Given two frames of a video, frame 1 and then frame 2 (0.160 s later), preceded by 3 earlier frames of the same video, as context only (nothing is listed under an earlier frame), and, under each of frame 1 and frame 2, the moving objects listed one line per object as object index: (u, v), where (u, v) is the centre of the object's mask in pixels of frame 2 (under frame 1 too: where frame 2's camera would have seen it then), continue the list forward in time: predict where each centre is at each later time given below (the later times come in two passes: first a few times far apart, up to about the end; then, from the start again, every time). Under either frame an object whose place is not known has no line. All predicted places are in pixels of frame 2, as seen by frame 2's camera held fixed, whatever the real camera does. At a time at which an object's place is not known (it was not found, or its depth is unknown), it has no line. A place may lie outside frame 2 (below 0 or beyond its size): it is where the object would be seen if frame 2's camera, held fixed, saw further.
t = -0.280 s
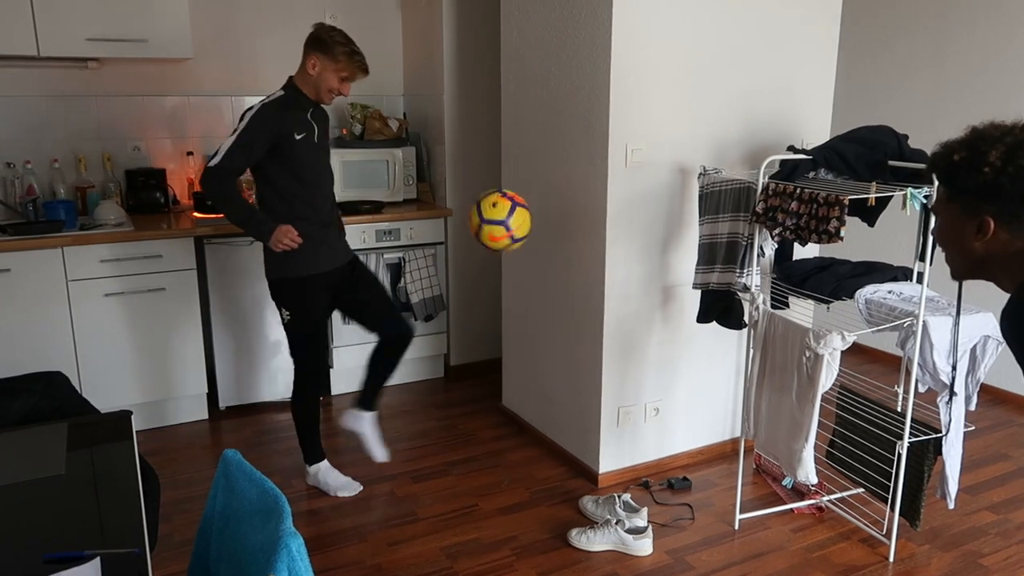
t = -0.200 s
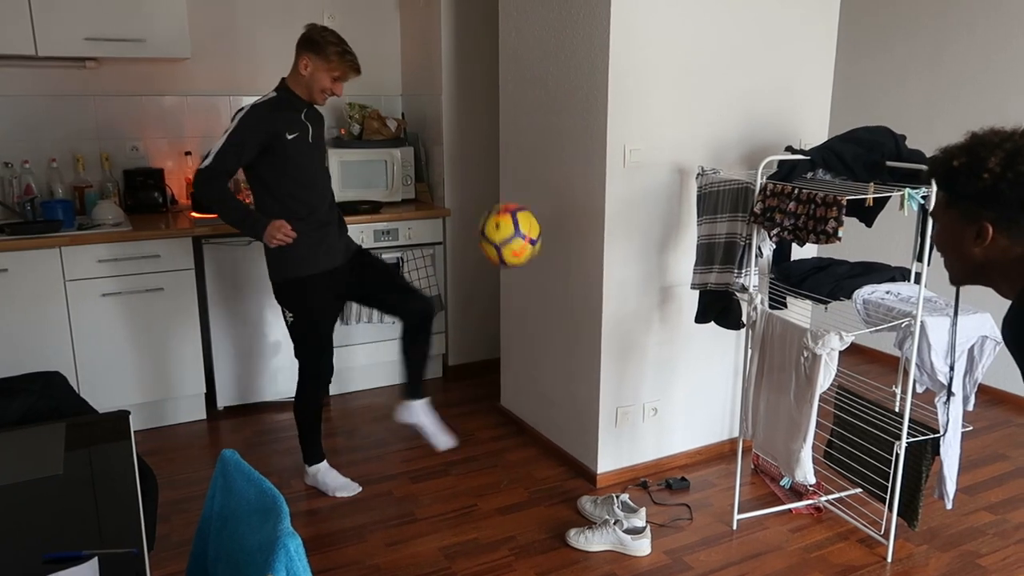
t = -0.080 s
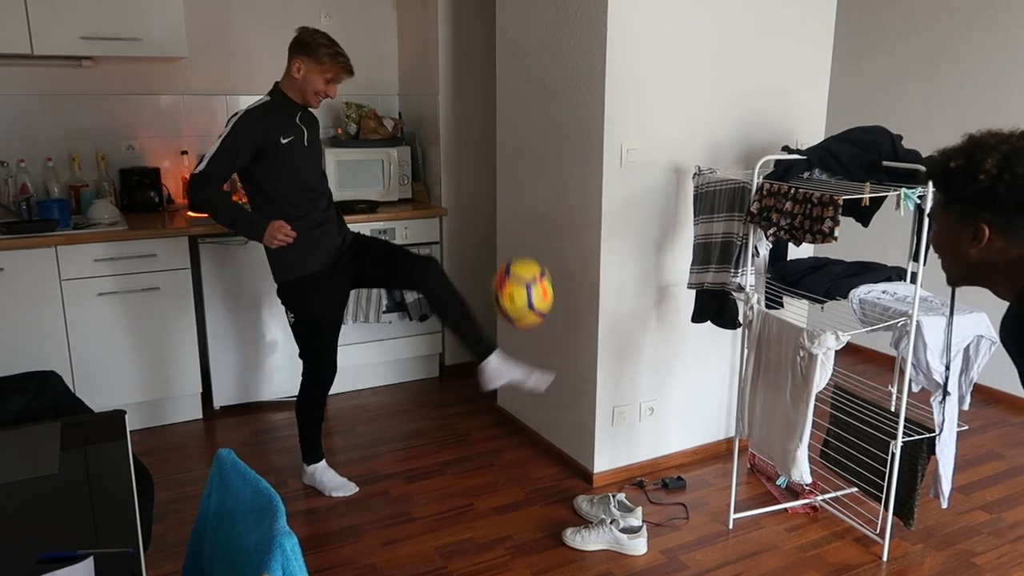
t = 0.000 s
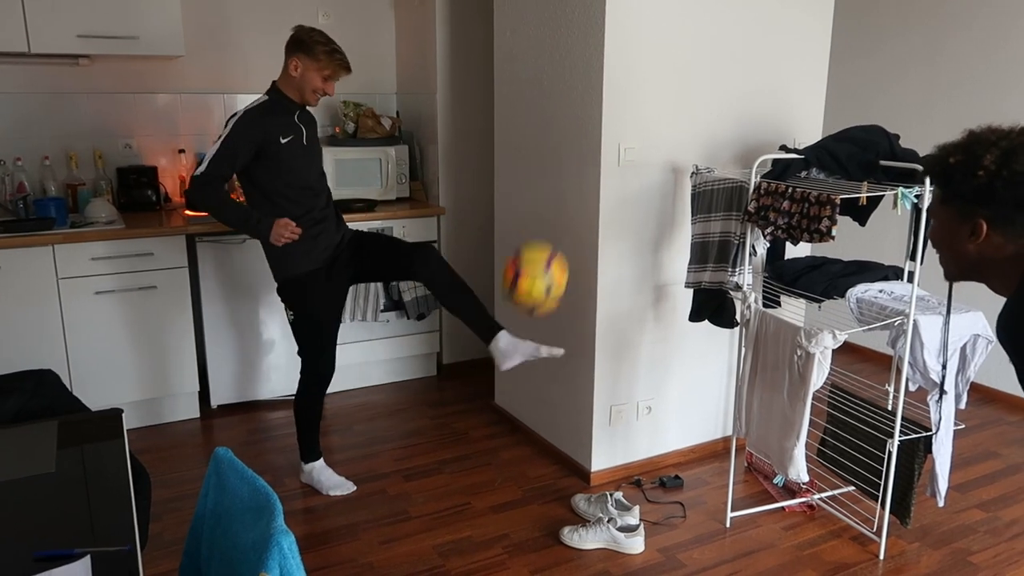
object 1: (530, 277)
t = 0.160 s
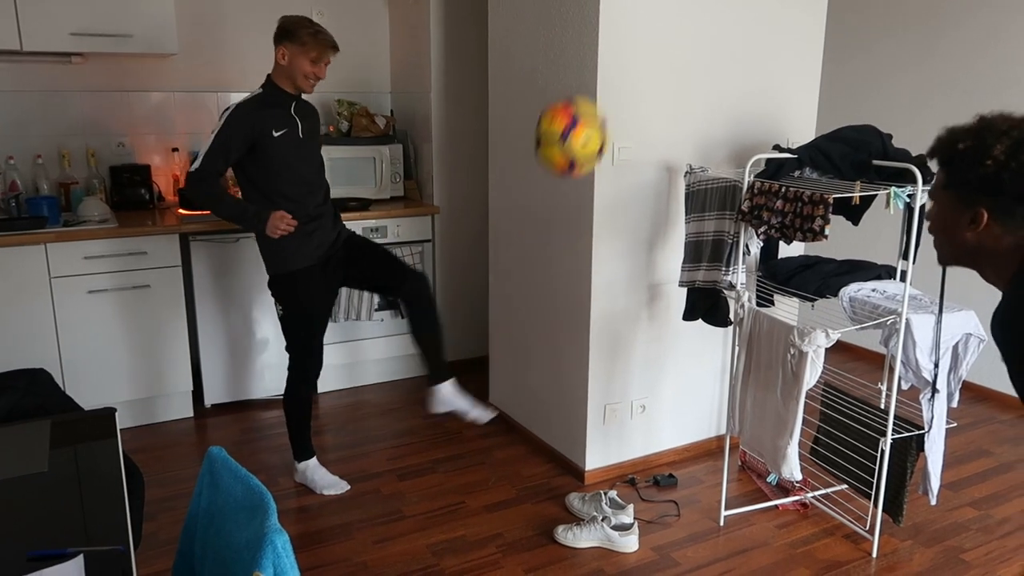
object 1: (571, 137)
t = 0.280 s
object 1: (610, 62)
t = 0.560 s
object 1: (727, 85)
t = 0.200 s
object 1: (583, 108)
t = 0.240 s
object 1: (596, 83)
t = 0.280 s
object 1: (610, 62)
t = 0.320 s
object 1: (625, 46)
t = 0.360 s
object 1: (640, 38)
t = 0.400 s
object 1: (656, 36)
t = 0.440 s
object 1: (674, 38)
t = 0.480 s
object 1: (691, 45)
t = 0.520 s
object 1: (709, 59)
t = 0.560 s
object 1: (727, 85)
